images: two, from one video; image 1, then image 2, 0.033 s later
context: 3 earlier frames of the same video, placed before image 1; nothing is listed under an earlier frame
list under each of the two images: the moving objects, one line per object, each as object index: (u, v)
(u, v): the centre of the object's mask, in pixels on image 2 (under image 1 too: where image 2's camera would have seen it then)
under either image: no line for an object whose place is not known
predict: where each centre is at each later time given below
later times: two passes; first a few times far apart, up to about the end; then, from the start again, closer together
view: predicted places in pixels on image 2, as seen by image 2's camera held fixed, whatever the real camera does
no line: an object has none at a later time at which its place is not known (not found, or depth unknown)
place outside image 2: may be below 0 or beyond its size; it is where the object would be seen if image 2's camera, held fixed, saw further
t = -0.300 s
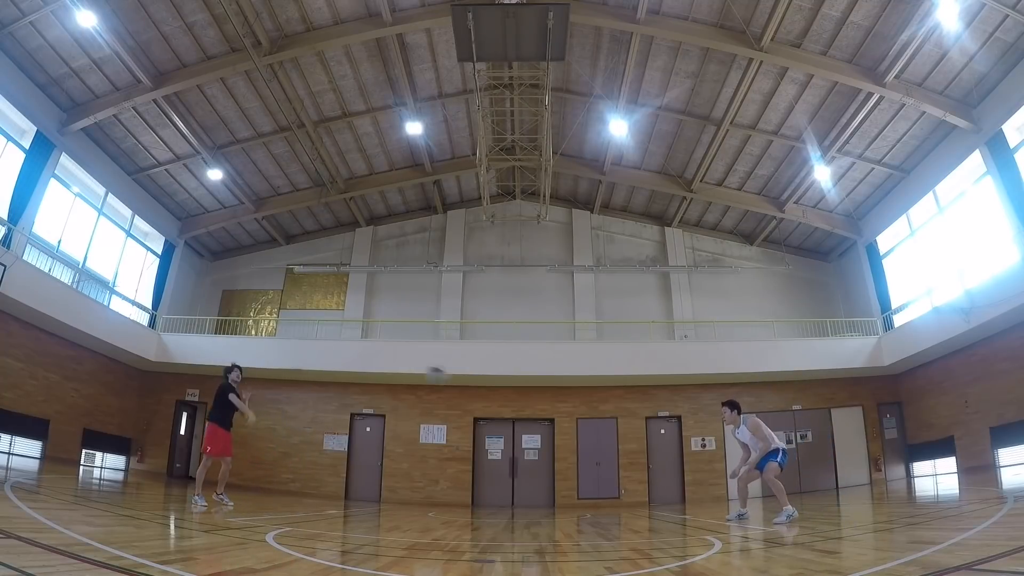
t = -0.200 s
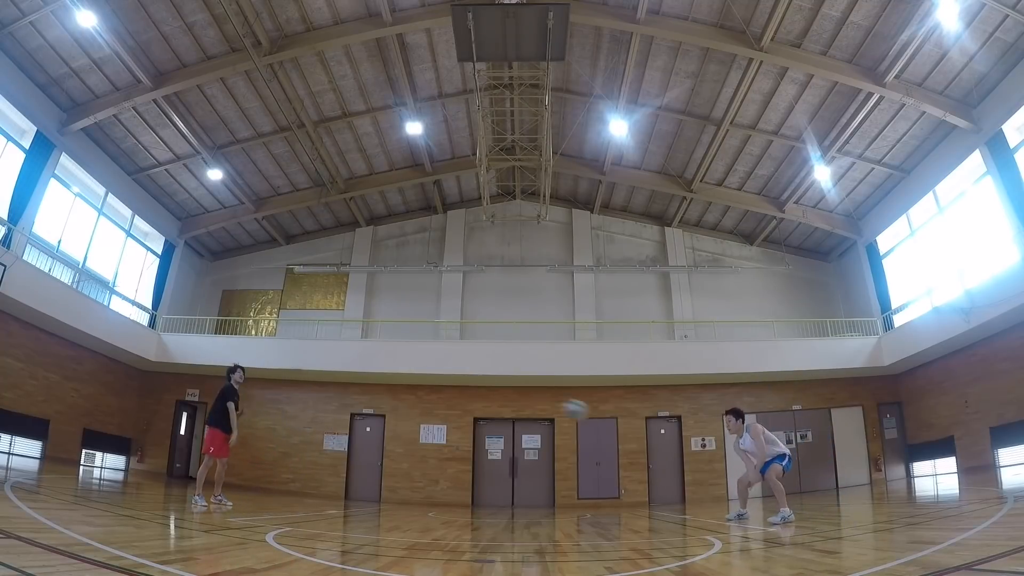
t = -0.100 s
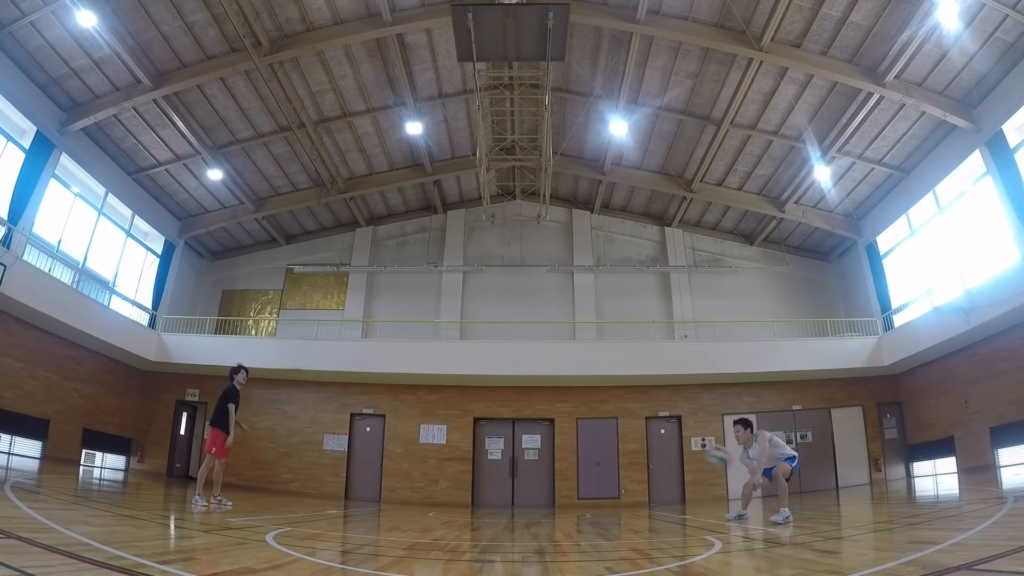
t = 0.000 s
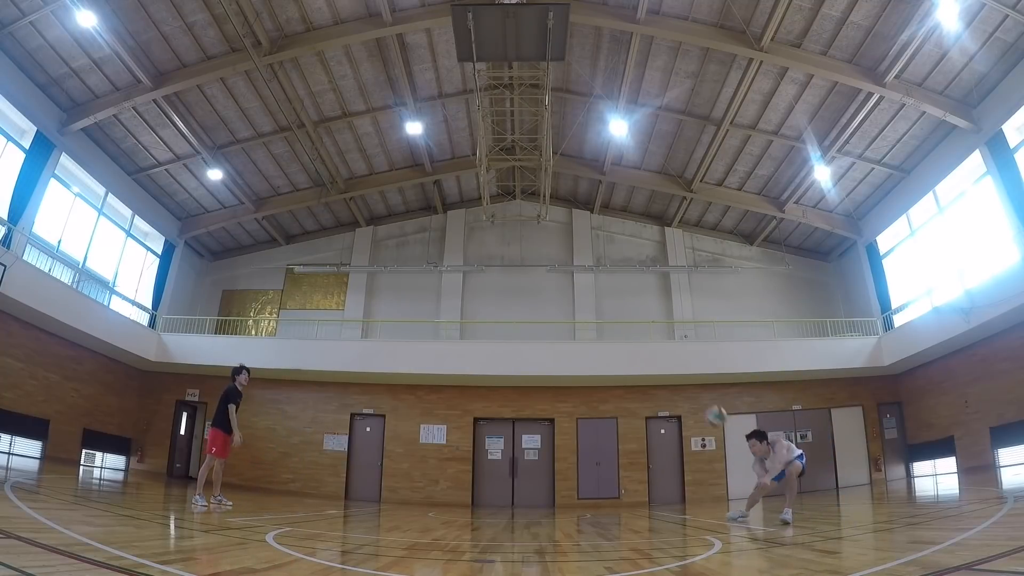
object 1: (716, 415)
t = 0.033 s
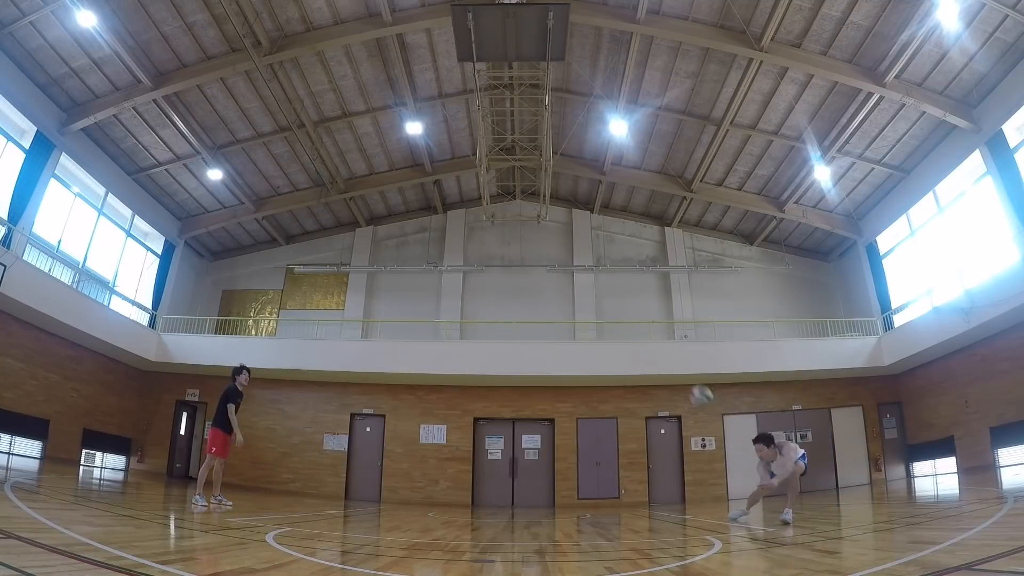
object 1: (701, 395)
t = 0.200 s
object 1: (630, 315)
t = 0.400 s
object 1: (555, 255)
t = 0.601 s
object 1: (488, 232)
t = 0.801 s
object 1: (426, 242)
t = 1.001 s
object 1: (364, 283)
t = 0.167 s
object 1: (644, 329)
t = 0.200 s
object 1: (630, 315)
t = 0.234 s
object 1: (617, 302)
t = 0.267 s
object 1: (603, 291)
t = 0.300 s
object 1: (591, 280)
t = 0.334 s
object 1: (578, 270)
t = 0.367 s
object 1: (566, 262)
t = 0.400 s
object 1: (555, 255)
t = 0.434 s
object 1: (543, 249)
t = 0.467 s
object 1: (531, 244)
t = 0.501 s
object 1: (522, 239)
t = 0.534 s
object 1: (510, 235)
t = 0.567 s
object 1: (499, 233)
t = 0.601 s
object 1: (488, 232)
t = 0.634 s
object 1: (478, 232)
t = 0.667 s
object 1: (468, 232)
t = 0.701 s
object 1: (458, 233)
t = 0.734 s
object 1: (446, 236)
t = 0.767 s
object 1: (436, 238)
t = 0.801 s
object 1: (426, 242)
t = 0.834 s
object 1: (416, 247)
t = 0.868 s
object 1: (405, 252)
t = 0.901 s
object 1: (395, 259)
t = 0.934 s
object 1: (385, 266)
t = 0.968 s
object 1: (375, 274)
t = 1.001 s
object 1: (364, 283)
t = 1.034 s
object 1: (354, 294)
